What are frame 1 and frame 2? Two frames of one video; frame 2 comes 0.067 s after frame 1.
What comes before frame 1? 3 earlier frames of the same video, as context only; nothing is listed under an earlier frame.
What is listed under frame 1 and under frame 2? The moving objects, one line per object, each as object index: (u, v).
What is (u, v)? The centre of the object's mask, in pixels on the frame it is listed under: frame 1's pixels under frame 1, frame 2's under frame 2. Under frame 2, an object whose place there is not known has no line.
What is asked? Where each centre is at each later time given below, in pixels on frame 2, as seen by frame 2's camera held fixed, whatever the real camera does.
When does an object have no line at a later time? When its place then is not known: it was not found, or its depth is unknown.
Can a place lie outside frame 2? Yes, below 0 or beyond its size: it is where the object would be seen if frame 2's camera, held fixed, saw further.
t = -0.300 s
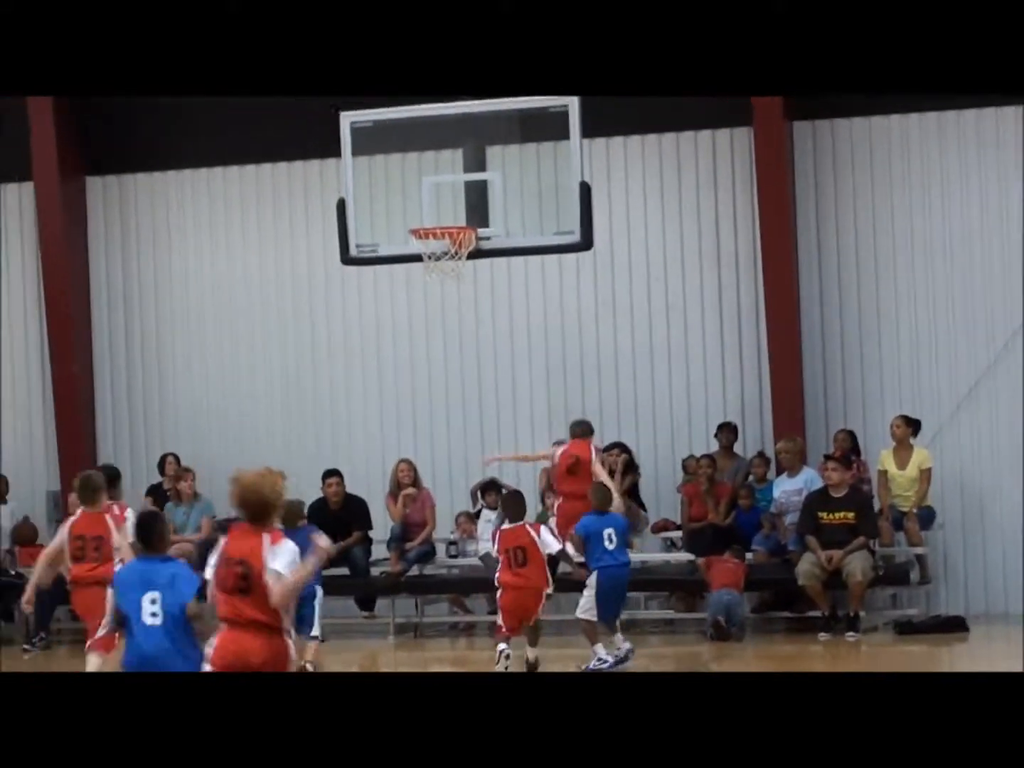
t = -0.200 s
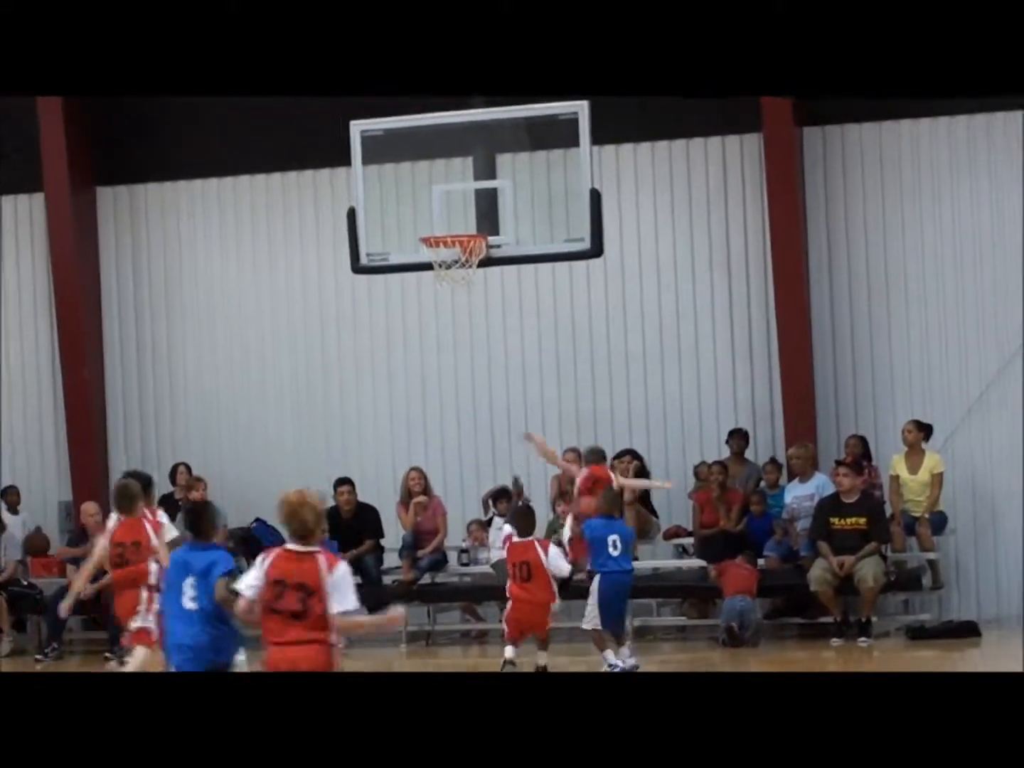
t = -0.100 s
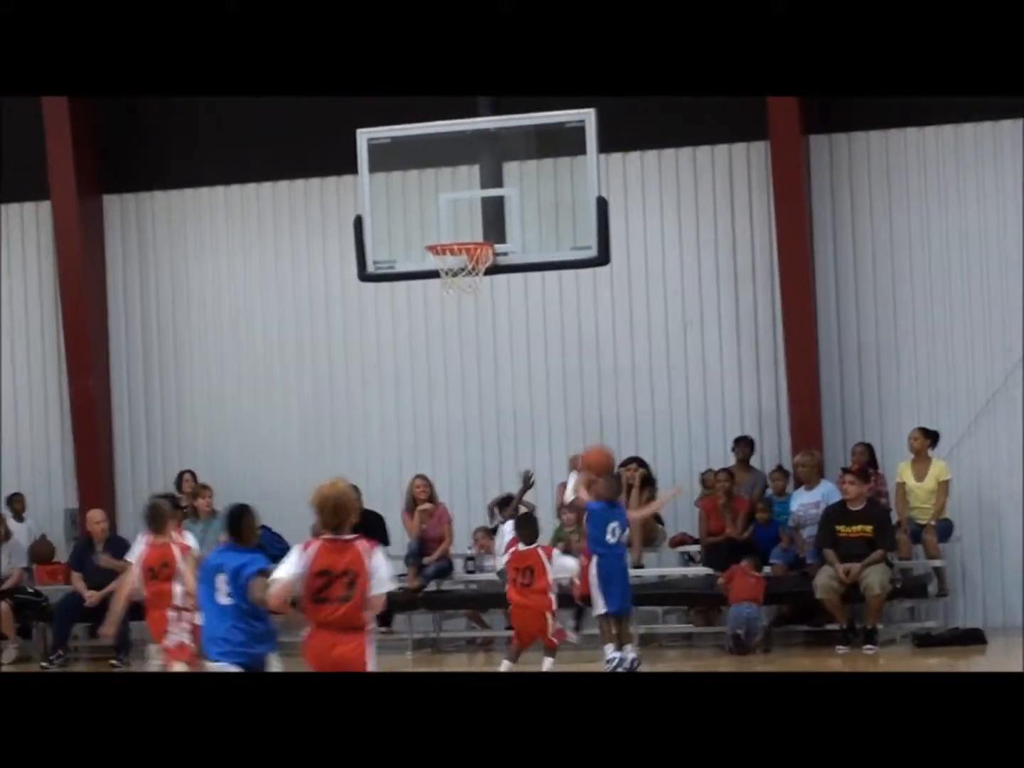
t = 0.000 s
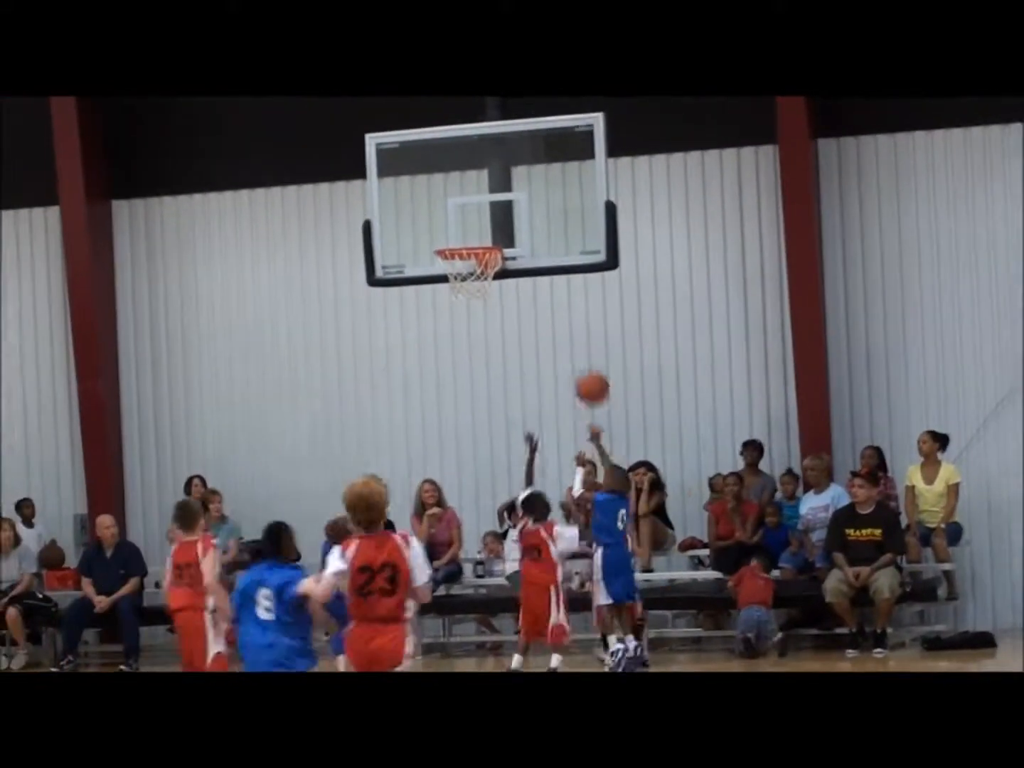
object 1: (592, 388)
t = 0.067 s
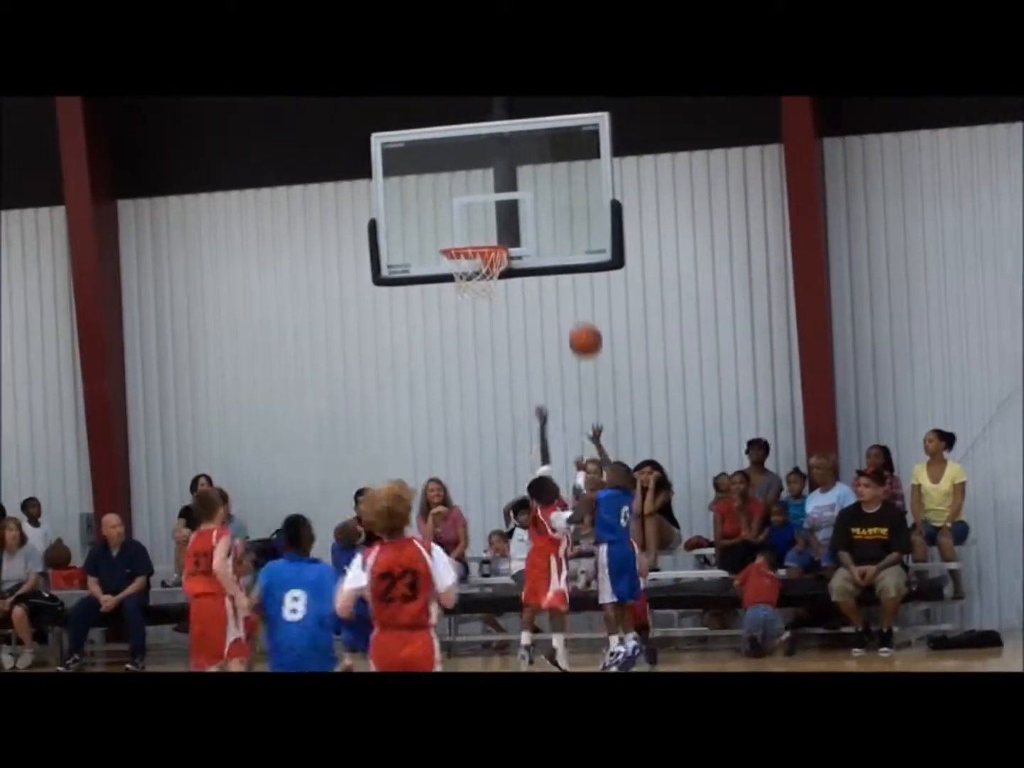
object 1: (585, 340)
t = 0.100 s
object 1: (579, 319)
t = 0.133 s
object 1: (572, 300)
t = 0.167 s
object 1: (566, 282)
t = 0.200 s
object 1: (560, 268)
